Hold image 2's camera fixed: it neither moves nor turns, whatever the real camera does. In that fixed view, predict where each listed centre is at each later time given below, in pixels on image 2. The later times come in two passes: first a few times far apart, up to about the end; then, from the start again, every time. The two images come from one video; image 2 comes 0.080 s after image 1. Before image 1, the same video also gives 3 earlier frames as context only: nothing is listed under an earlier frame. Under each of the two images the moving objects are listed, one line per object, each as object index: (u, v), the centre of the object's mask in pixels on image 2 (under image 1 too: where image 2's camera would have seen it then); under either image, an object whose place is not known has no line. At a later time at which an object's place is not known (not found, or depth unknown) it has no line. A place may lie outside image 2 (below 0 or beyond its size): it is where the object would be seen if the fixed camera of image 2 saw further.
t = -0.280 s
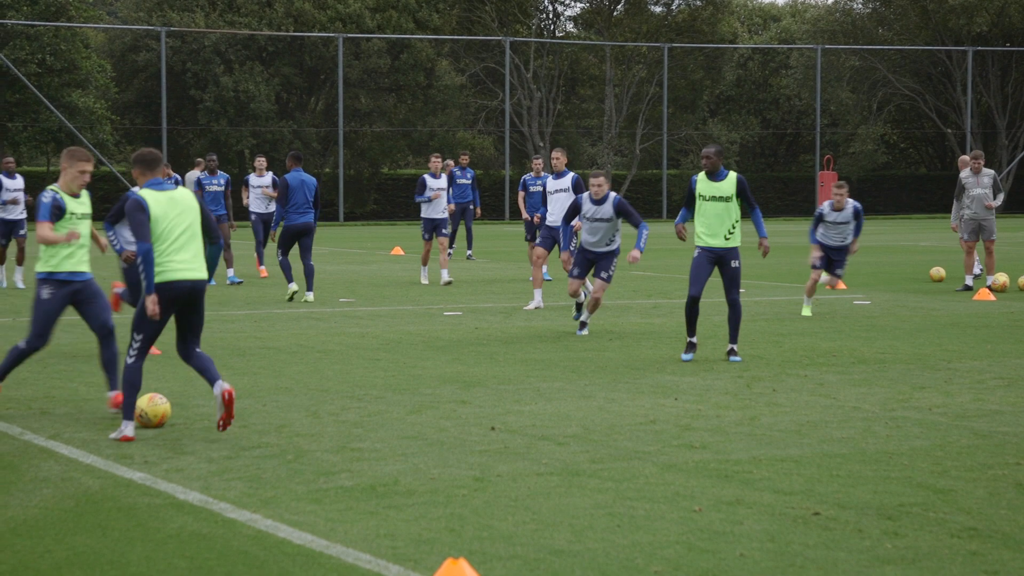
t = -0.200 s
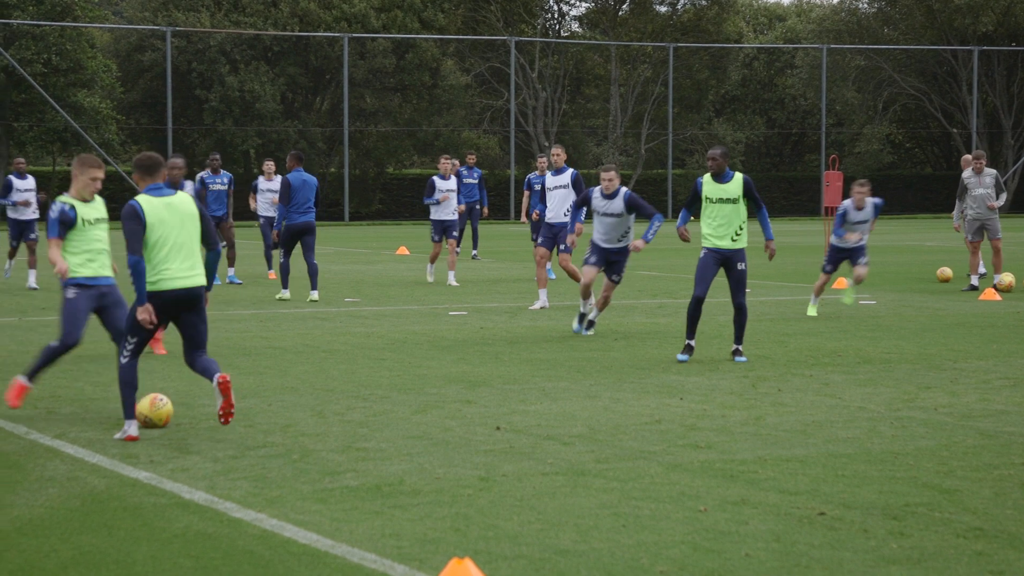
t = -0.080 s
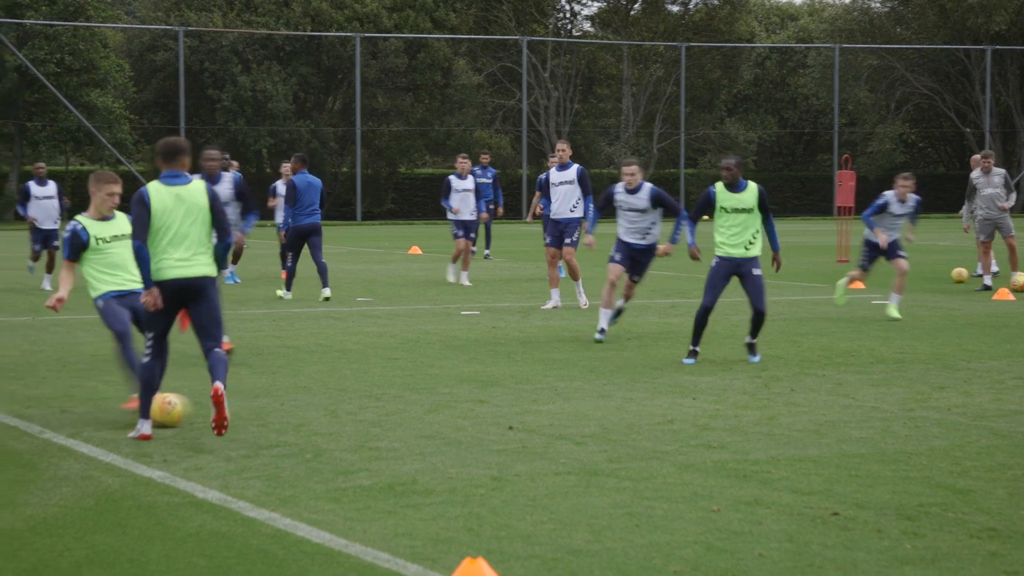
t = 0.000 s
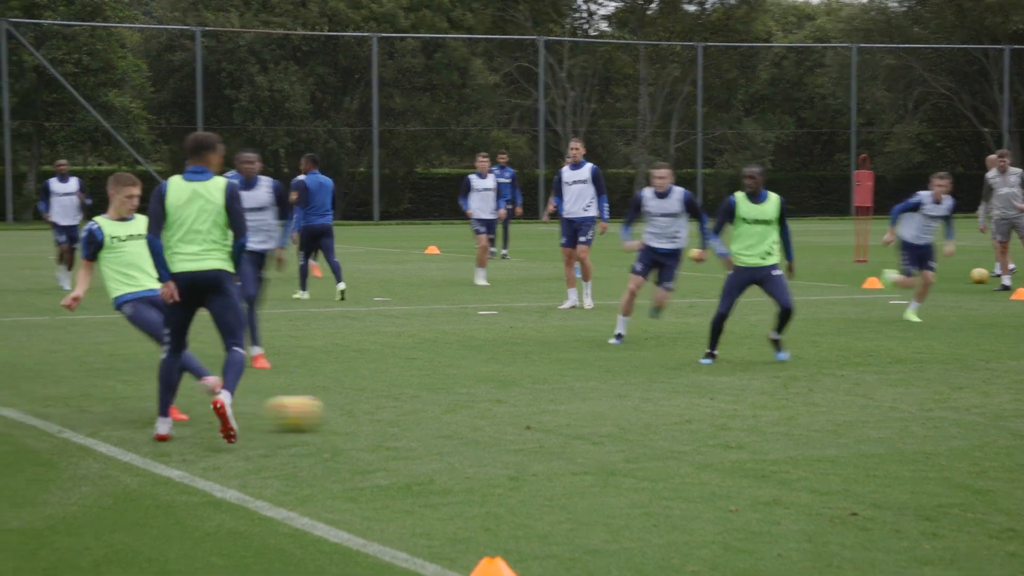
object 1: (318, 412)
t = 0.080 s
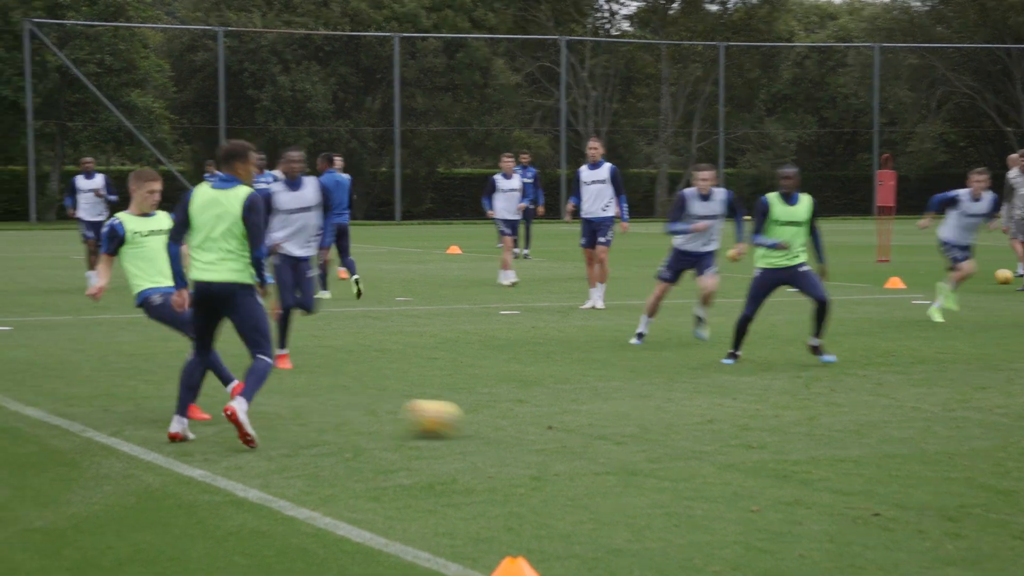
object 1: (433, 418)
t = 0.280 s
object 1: (721, 433)
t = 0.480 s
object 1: (1003, 448)
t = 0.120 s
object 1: (491, 423)
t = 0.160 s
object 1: (548, 425)
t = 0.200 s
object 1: (606, 424)
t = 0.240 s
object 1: (661, 428)
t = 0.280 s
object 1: (721, 433)
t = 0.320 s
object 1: (779, 436)
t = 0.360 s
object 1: (833, 438)
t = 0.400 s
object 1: (891, 442)
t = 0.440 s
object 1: (946, 446)
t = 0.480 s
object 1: (1003, 448)
